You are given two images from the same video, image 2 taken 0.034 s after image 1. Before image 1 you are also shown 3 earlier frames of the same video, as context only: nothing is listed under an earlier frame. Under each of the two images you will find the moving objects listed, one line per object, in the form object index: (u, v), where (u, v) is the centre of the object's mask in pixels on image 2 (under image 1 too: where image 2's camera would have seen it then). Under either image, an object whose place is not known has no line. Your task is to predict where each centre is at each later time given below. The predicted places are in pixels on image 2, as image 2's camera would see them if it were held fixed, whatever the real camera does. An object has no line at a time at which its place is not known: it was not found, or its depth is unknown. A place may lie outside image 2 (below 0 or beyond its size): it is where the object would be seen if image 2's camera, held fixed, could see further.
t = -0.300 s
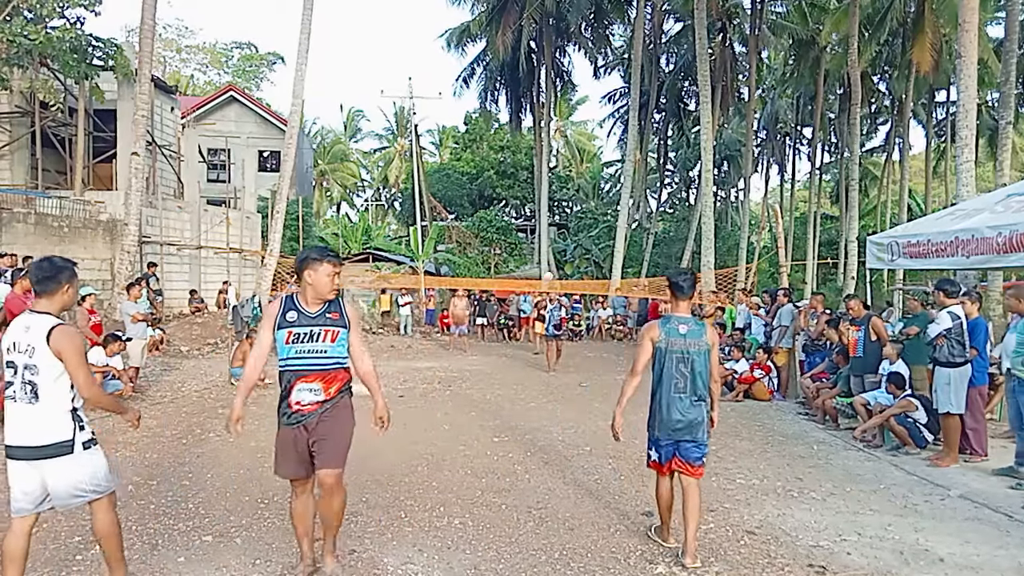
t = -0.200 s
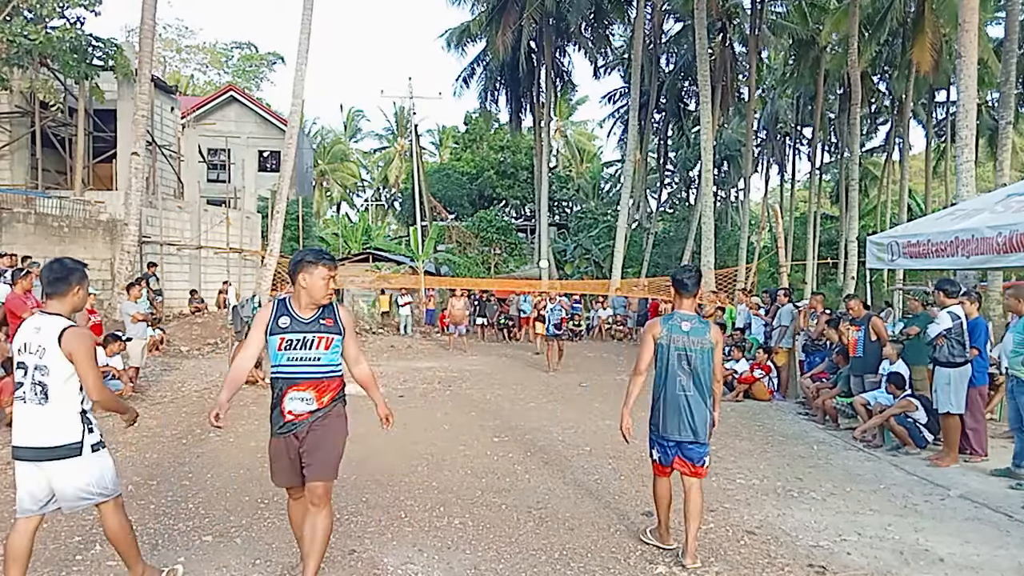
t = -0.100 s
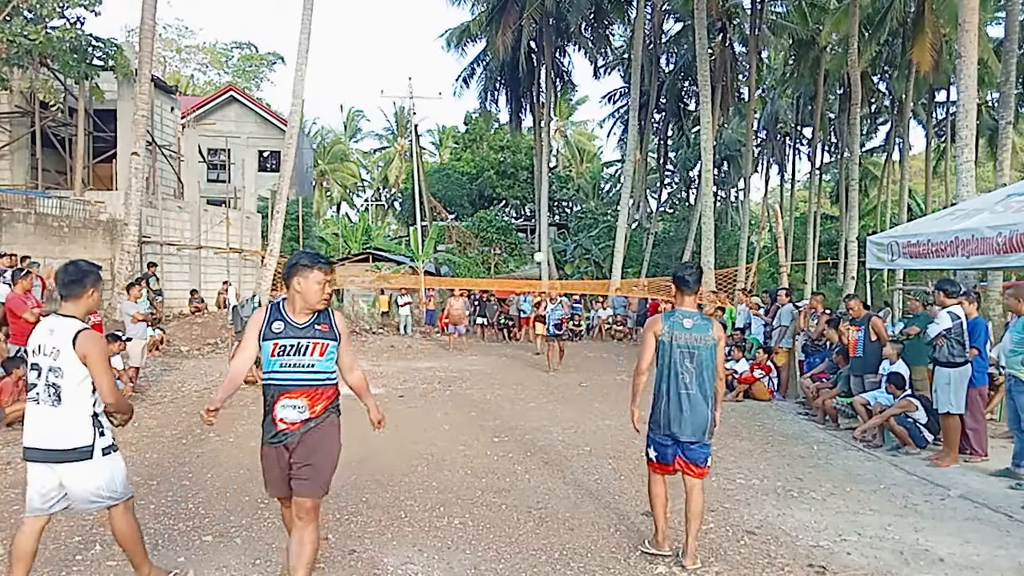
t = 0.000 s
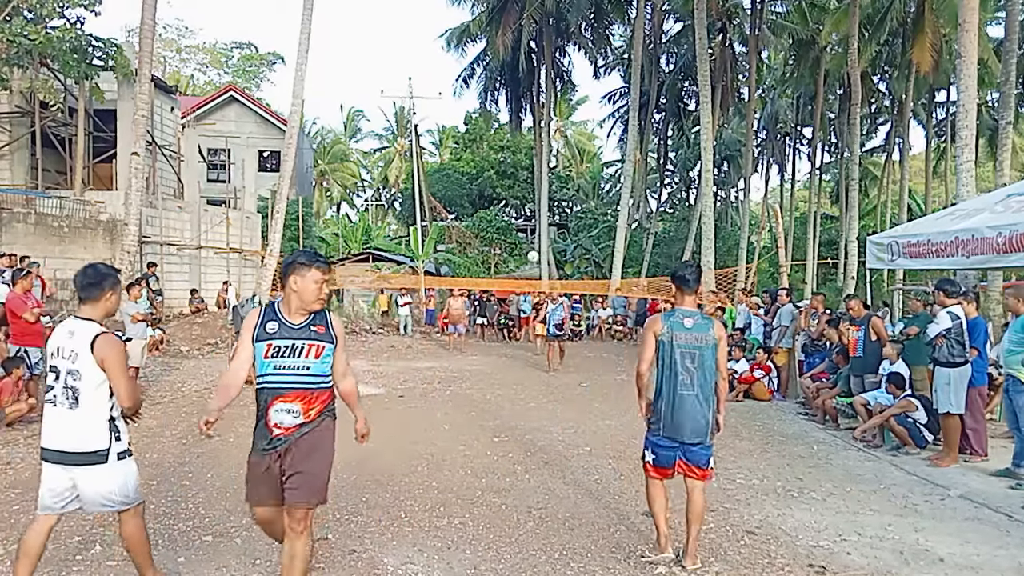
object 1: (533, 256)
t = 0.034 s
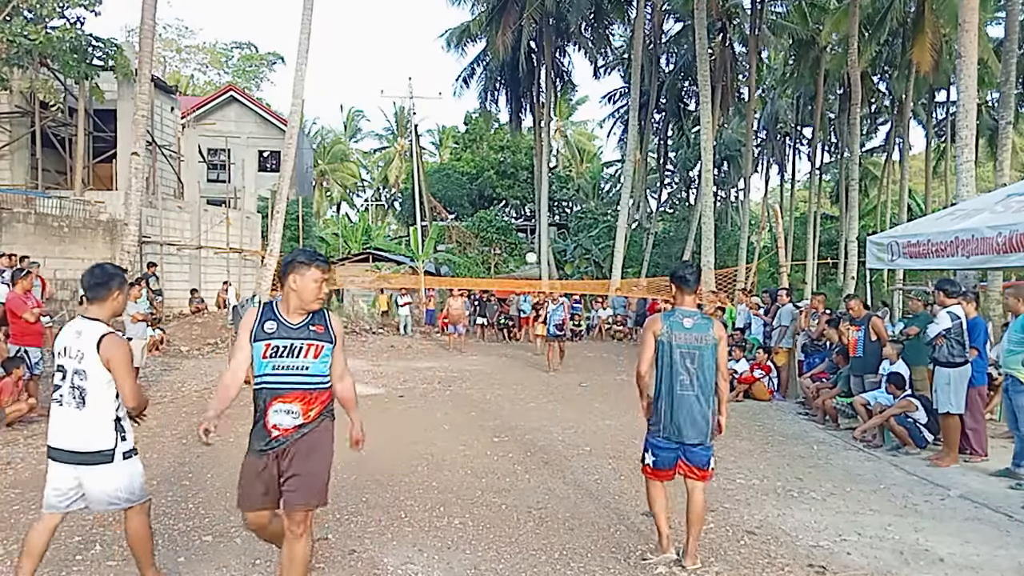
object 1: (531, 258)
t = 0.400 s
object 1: (500, 350)
